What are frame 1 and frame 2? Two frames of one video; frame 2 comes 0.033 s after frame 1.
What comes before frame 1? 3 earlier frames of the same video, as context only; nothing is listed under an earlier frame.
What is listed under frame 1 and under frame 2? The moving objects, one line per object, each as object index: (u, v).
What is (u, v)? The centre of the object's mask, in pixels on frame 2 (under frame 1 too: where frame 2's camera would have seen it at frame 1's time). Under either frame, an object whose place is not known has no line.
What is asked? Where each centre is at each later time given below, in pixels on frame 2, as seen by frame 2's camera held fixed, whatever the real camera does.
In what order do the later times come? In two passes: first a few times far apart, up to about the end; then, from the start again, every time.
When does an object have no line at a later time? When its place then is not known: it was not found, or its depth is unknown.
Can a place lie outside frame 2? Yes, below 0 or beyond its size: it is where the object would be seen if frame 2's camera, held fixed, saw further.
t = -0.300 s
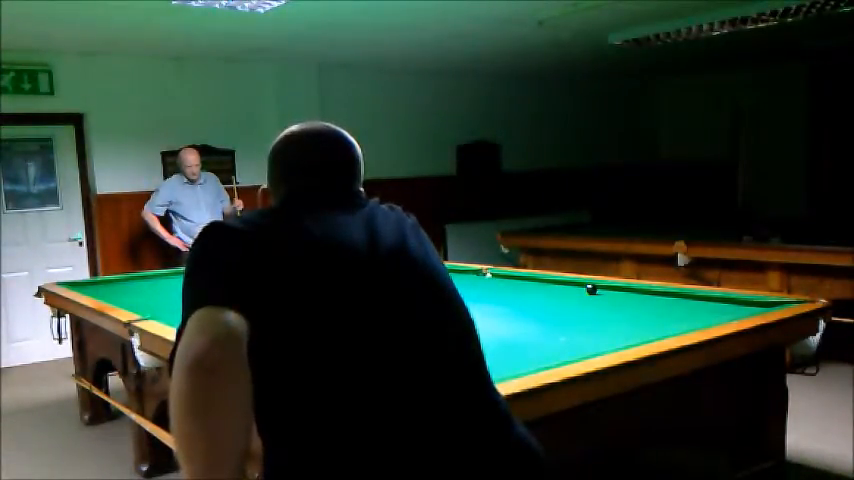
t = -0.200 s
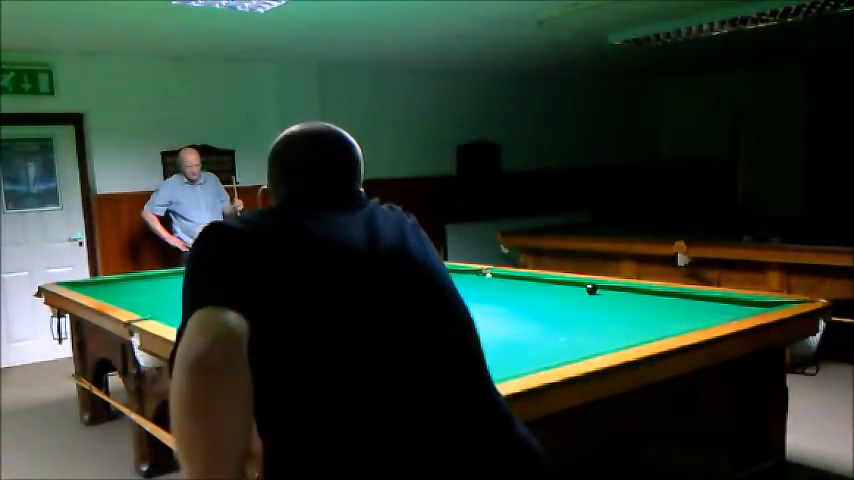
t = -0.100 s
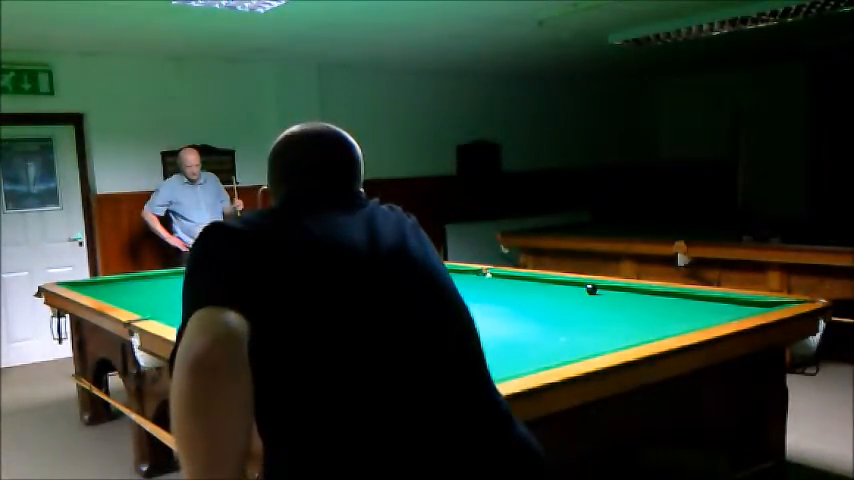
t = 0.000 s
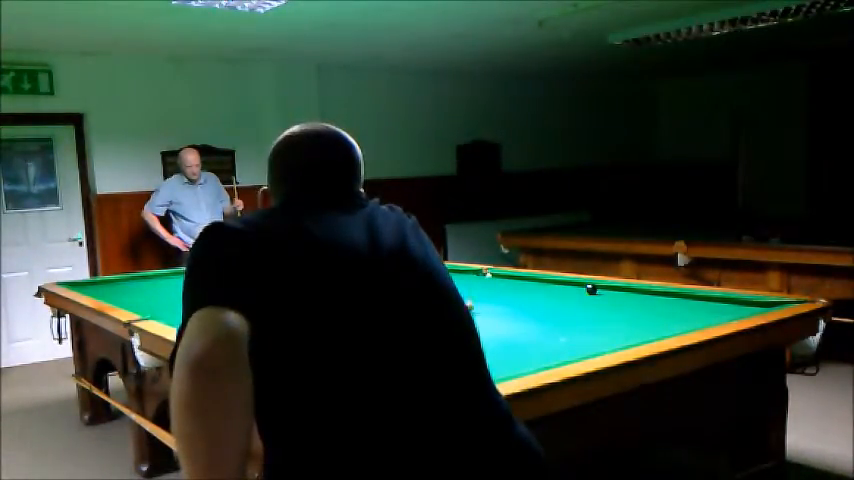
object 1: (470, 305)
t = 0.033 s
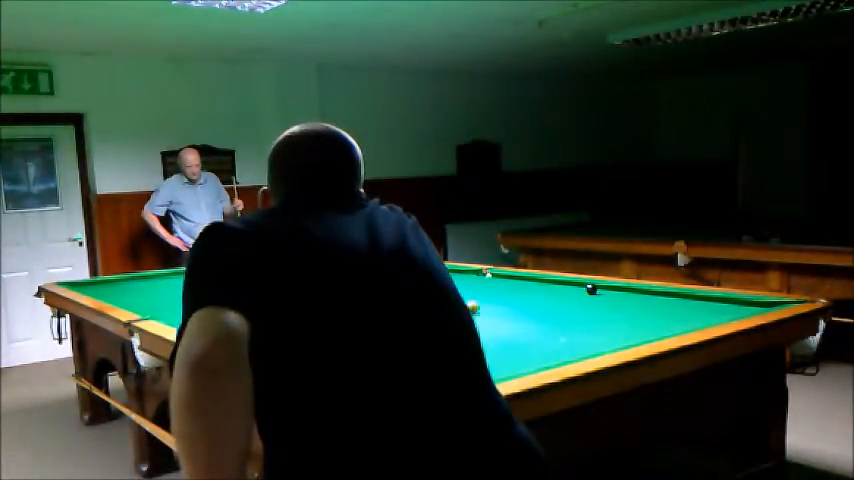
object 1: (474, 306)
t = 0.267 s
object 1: (509, 306)
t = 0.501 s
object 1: (545, 306)
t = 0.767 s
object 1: (586, 306)
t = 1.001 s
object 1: (620, 306)
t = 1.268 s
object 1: (659, 306)
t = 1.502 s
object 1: (693, 305)
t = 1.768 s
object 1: (730, 306)
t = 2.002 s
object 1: (759, 304)
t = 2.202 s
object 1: (786, 302)
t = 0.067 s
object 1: (477, 307)
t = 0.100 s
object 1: (483, 306)
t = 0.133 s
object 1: (489, 306)
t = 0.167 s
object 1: (494, 306)
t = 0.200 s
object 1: (499, 306)
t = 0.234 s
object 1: (504, 306)
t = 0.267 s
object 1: (509, 306)
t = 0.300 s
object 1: (514, 306)
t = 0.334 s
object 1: (520, 306)
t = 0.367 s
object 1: (525, 306)
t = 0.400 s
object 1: (530, 306)
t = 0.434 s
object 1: (535, 306)
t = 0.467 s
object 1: (540, 306)
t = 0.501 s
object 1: (545, 306)
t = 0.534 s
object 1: (551, 306)
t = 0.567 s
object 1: (555, 306)
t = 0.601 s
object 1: (561, 306)
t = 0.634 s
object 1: (566, 306)
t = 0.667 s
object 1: (571, 305)
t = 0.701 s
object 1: (576, 306)
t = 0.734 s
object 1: (581, 306)
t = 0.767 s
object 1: (586, 306)
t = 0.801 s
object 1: (591, 306)
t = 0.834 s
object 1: (596, 306)
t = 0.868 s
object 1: (600, 305)
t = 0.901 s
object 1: (605, 305)
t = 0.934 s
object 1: (610, 305)
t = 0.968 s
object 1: (615, 305)
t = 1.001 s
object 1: (620, 306)
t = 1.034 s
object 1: (625, 306)
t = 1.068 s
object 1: (630, 306)
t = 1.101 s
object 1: (635, 306)
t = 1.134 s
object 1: (640, 306)
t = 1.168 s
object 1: (645, 306)
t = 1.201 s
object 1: (650, 305)
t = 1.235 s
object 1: (655, 306)
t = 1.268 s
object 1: (659, 306)
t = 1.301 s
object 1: (664, 306)
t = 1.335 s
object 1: (669, 306)
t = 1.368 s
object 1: (674, 305)
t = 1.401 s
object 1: (679, 305)
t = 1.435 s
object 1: (684, 305)
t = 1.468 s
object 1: (688, 305)
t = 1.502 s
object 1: (693, 305)
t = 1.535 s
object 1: (698, 305)
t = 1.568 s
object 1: (703, 305)
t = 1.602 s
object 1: (707, 305)
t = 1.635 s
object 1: (712, 305)
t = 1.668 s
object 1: (717, 306)
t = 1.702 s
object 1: (721, 305)
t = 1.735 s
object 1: (726, 306)
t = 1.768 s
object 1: (730, 306)
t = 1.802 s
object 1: (734, 306)
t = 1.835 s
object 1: (739, 306)
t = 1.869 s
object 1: (743, 305)
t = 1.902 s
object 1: (748, 305)
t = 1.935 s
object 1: (752, 305)
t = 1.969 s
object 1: (756, 305)
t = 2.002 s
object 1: (759, 304)
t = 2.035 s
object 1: (763, 303)
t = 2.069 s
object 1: (769, 302)
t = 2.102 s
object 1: (774, 302)
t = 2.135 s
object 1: (777, 302)
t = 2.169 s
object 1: (782, 302)
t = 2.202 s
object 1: (786, 302)
